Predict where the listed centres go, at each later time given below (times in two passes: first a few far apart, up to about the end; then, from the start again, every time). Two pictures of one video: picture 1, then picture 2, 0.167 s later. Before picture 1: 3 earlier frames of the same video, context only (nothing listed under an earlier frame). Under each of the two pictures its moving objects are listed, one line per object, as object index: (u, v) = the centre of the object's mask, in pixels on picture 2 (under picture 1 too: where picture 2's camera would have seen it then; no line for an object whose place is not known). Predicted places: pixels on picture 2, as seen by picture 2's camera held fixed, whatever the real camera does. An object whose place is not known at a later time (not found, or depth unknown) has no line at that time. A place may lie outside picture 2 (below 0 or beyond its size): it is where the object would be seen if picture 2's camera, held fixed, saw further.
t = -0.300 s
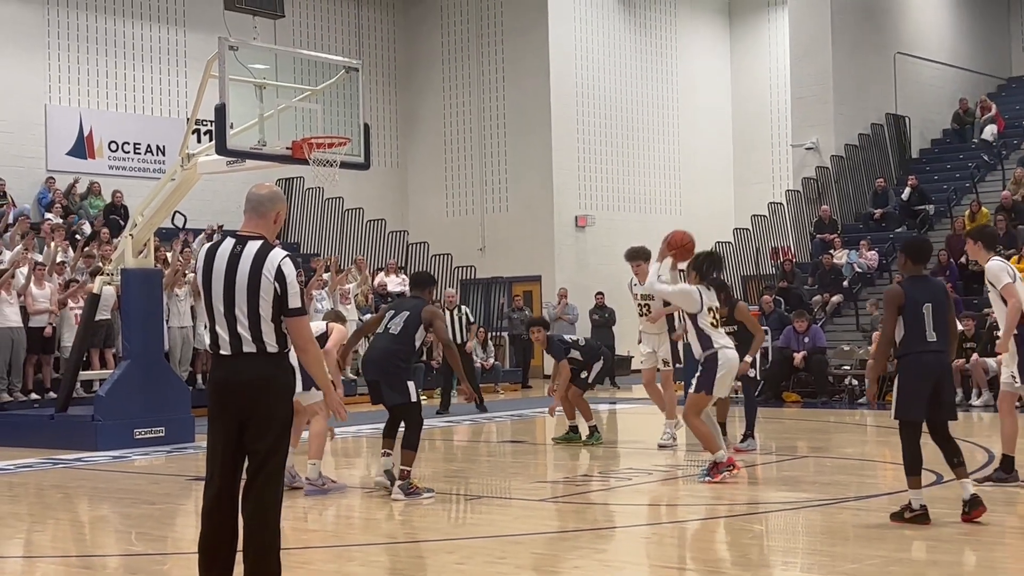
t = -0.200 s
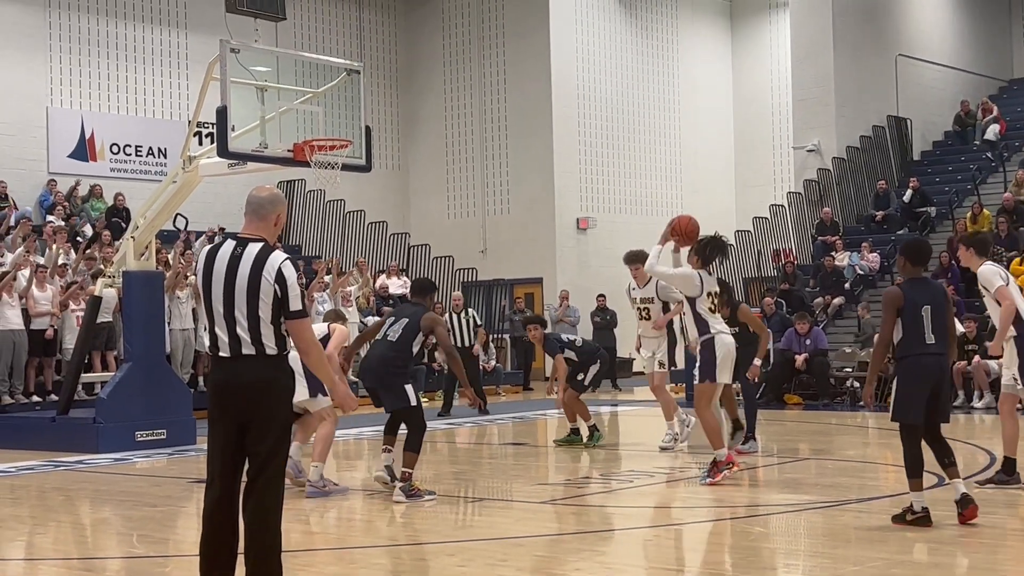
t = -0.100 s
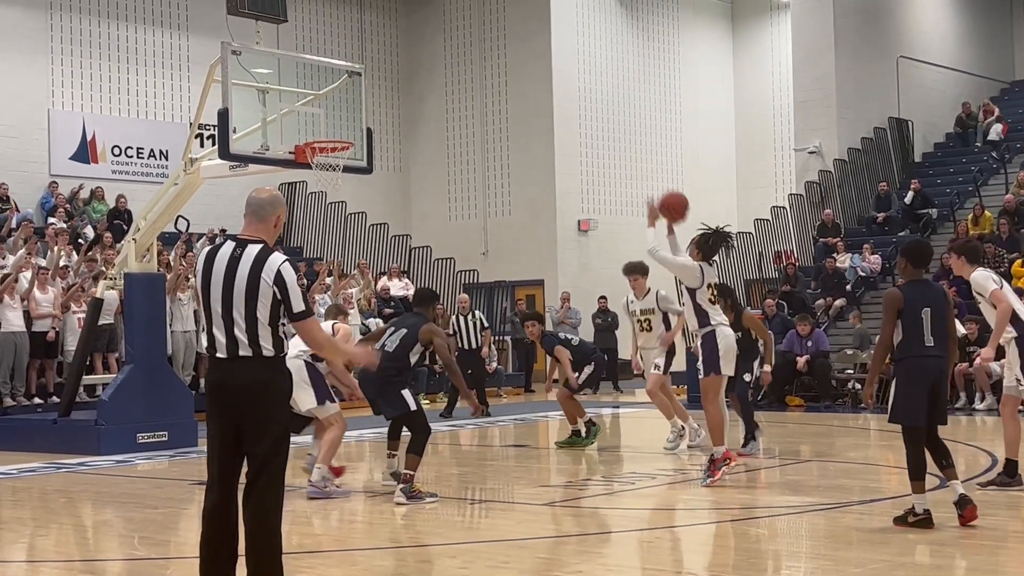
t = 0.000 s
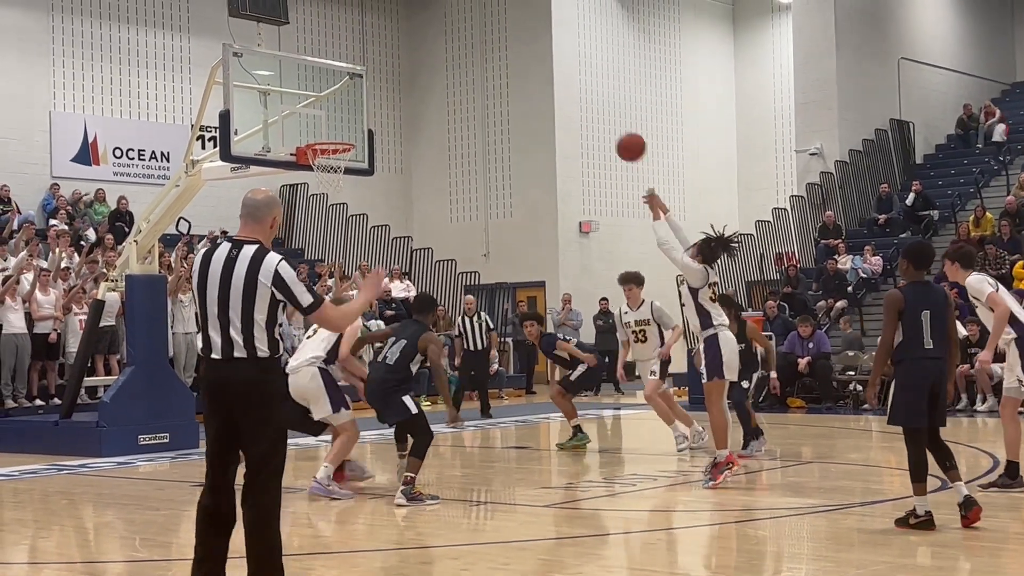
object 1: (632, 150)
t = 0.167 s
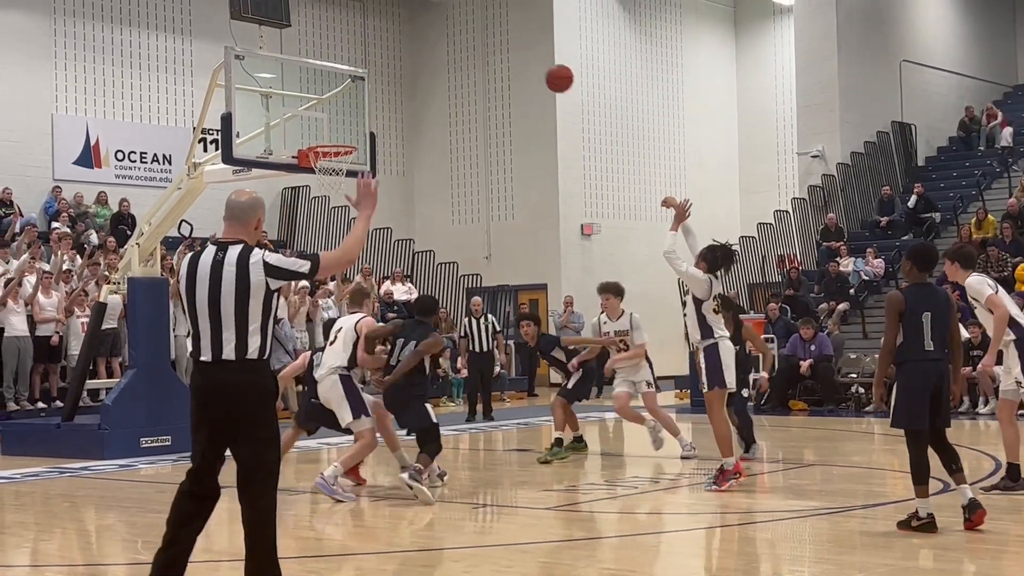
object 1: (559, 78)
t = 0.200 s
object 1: (545, 69)
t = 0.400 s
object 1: (470, 40)
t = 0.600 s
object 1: (404, 56)
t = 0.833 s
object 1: (336, 122)
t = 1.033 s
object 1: (343, 99)
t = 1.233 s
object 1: (375, 68)
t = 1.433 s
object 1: (411, 78)
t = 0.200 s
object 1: (545, 69)
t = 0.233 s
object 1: (532, 61)
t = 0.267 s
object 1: (519, 54)
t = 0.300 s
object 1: (506, 48)
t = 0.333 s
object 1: (494, 45)
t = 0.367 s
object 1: (482, 42)
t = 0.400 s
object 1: (470, 40)
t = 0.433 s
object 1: (458, 40)
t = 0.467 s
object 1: (447, 40)
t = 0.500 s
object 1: (436, 42)
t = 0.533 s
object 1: (426, 46)
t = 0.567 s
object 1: (414, 50)
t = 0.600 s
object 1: (404, 56)
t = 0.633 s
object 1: (393, 63)
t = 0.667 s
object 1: (384, 70)
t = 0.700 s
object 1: (374, 79)
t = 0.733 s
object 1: (364, 88)
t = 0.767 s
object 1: (354, 98)
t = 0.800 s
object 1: (345, 110)
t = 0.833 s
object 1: (336, 122)
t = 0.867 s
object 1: (327, 135)
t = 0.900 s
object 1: (323, 138)
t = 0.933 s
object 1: (328, 129)
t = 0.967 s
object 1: (333, 118)
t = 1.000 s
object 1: (338, 108)
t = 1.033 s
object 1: (343, 99)
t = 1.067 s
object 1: (348, 91)
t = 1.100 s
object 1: (354, 84)
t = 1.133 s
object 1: (359, 79)
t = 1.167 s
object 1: (364, 74)
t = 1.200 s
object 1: (369, 70)
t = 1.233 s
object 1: (375, 68)
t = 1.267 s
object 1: (381, 67)
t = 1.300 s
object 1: (387, 67)
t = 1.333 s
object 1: (393, 68)
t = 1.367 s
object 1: (399, 70)
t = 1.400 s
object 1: (405, 74)
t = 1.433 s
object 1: (411, 78)
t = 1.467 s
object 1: (418, 85)
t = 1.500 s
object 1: (424, 92)
